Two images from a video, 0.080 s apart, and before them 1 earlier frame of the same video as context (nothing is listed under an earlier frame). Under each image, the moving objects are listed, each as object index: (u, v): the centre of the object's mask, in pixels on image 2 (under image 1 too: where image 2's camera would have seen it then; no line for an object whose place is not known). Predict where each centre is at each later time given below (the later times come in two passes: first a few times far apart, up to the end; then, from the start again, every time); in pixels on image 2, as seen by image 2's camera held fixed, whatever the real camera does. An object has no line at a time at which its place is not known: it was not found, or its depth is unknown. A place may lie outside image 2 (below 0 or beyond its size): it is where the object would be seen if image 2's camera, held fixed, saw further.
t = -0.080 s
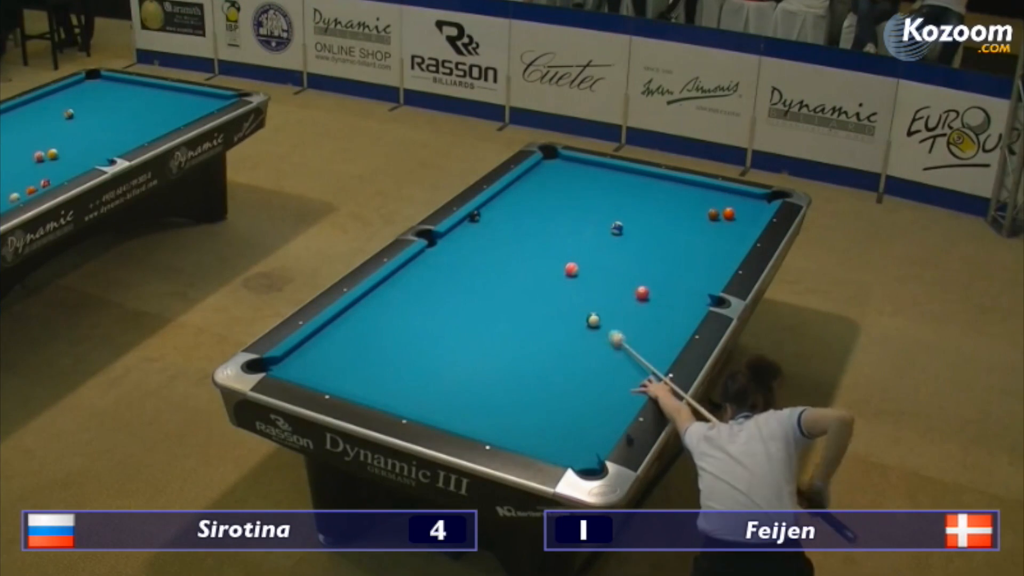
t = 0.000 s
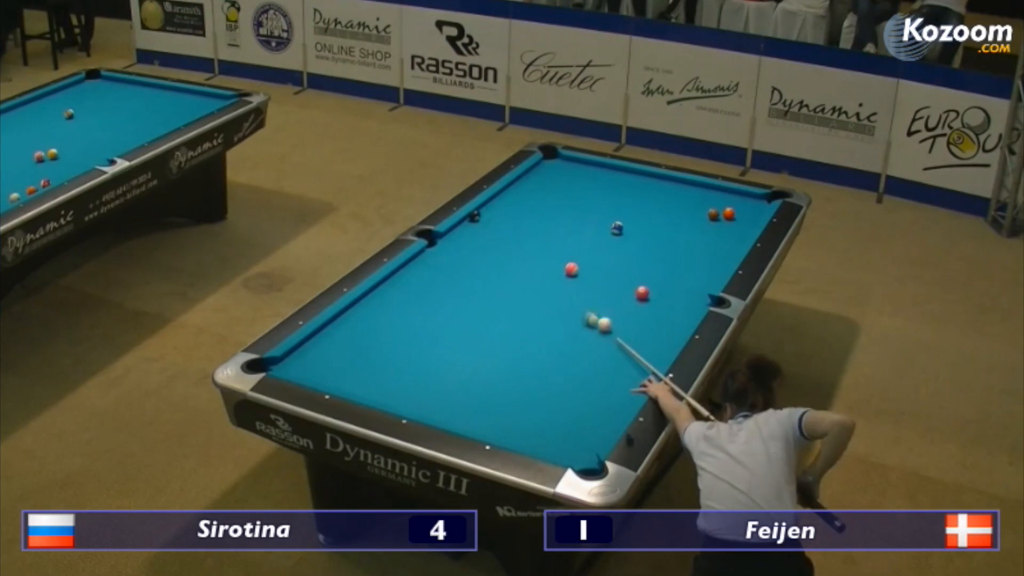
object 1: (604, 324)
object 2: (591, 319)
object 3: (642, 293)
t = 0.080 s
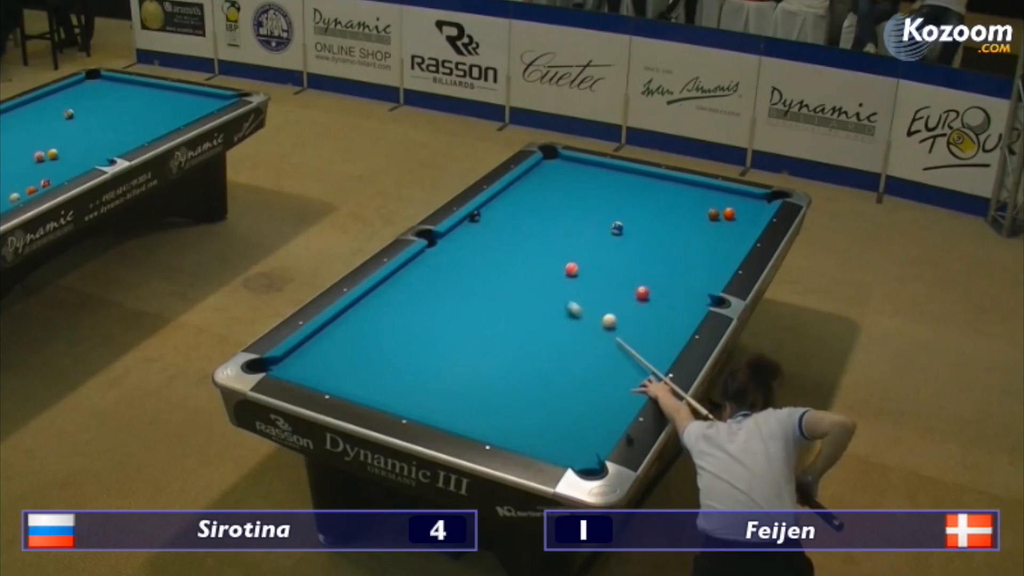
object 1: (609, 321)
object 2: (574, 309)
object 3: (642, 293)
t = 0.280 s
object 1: (620, 312)
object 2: (538, 291)
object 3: (642, 293)
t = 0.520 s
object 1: (631, 302)
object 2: (504, 272)
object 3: (642, 293)
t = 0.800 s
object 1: (638, 297)
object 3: (647, 287)
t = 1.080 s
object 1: (642, 296)
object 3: (651, 282)
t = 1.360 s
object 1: (644, 295)
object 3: (655, 276)
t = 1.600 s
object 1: (645, 295)
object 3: (658, 272)
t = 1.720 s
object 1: (646, 295)
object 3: (659, 270)
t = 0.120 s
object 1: (611, 319)
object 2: (565, 303)
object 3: (642, 293)
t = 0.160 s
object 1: (614, 317)
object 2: (558, 299)
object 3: (642, 293)
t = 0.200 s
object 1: (616, 315)
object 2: (552, 298)
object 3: (642, 293)
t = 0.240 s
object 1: (617, 313)
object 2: (546, 294)
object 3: (642, 293)
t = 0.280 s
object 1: (620, 312)
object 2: (538, 291)
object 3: (642, 293)
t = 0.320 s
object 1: (622, 310)
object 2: (533, 287)
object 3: (642, 293)
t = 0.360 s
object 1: (624, 309)
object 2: (526, 284)
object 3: (642, 293)
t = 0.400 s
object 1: (625, 307)
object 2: (521, 282)
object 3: (642, 293)
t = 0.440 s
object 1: (627, 305)
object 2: (515, 278)
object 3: (642, 293)
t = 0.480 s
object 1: (629, 303)
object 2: (509, 276)
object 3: (642, 293)
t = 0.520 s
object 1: (631, 302)
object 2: (504, 272)
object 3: (642, 293)
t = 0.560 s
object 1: (633, 301)
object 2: (498, 268)
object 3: (643, 293)
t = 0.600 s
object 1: (635, 299)
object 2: (493, 266)
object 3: (643, 292)
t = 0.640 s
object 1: (636, 298)
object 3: (644, 291)
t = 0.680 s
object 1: (637, 298)
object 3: (645, 290)
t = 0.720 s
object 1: (637, 298)
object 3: (646, 289)
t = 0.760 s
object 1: (638, 297)
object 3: (646, 288)
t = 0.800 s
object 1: (638, 297)
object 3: (647, 287)
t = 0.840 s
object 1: (639, 297)
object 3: (647, 287)
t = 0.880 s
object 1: (640, 296)
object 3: (648, 286)
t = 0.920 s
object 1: (640, 297)
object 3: (648, 285)
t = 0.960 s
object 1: (641, 296)
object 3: (649, 284)
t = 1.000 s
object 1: (641, 296)
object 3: (649, 284)
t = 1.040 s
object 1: (641, 295)
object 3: (650, 283)
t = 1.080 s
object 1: (642, 296)
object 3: (651, 282)
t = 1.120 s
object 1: (642, 295)
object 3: (651, 281)
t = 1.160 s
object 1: (643, 295)
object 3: (652, 280)
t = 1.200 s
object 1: (643, 295)
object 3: (653, 280)
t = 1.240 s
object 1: (643, 295)
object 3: (653, 279)
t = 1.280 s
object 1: (644, 295)
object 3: (654, 278)
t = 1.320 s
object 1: (644, 295)
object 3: (654, 277)
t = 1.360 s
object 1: (644, 295)
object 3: (655, 276)
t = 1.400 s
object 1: (645, 295)
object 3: (656, 276)
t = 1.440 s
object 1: (645, 295)
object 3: (656, 275)
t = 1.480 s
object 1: (645, 295)
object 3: (657, 274)
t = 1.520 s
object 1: (645, 295)
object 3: (657, 274)
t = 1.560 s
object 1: (645, 295)
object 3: (658, 273)
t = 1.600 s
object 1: (645, 295)
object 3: (658, 272)
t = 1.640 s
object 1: (645, 295)
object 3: (659, 271)
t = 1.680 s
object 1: (645, 295)
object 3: (659, 271)
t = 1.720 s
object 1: (646, 295)
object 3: (659, 270)
